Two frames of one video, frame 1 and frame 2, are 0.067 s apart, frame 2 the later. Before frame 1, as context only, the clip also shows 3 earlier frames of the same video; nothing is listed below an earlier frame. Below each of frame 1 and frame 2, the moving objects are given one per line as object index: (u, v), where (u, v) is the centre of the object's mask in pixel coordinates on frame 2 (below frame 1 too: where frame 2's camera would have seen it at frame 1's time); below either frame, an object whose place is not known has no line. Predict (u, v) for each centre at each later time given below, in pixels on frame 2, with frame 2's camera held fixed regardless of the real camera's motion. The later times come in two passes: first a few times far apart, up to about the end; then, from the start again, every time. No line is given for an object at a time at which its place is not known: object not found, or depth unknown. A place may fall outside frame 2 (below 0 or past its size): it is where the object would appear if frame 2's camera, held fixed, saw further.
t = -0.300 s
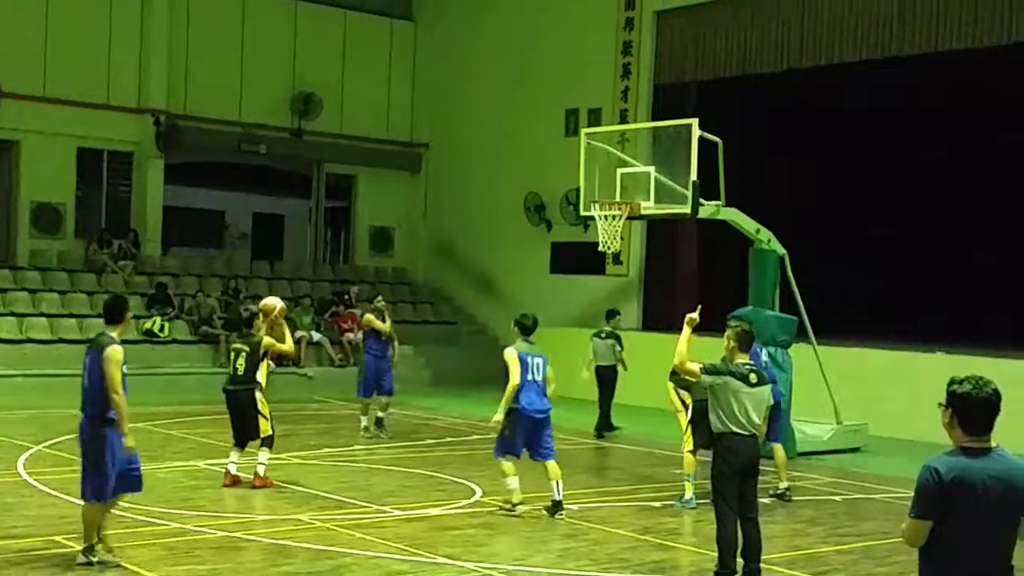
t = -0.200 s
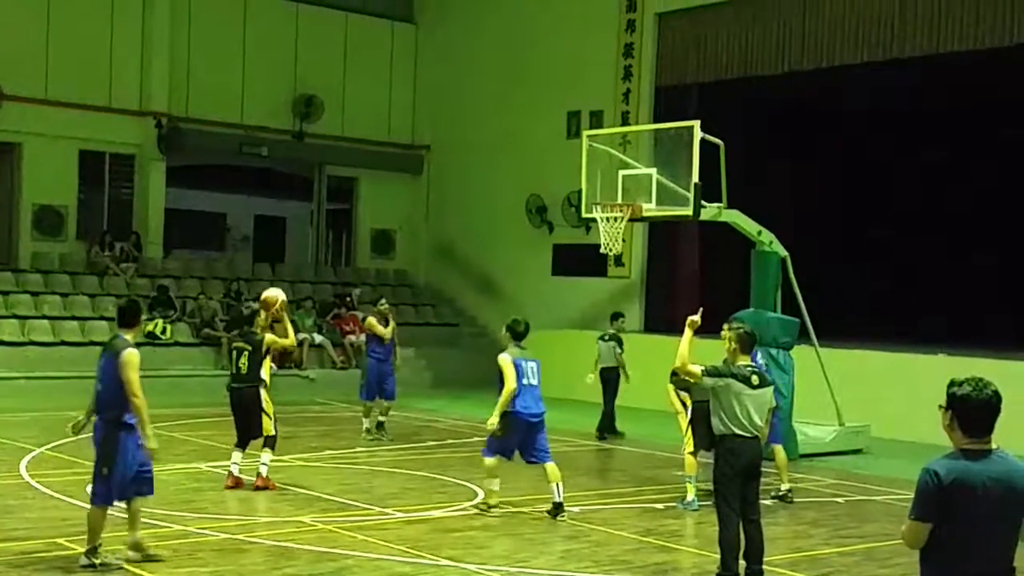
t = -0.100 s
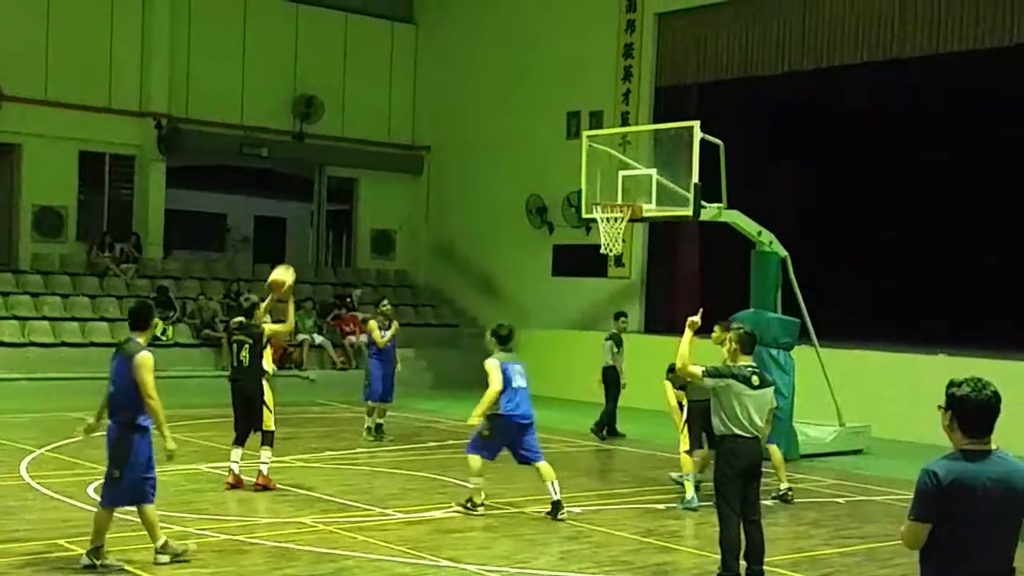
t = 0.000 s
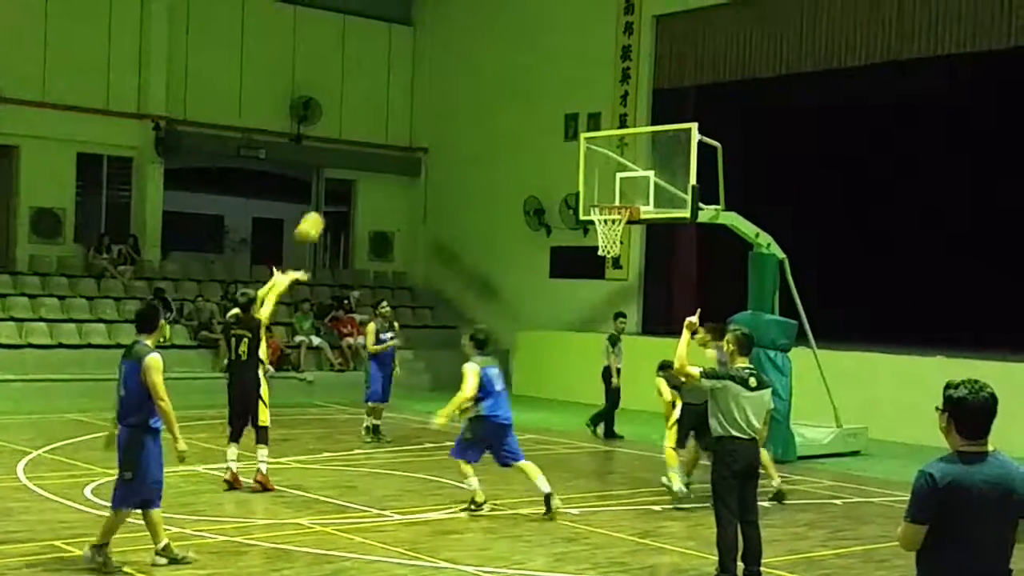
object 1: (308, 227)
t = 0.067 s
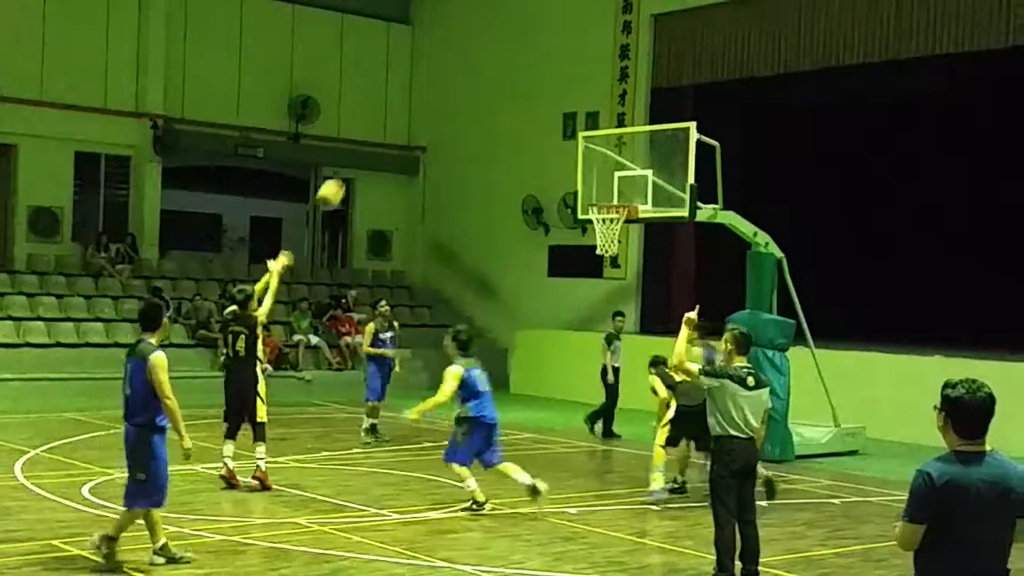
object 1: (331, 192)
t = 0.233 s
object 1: (384, 131)
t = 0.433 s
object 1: (444, 94)
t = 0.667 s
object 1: (507, 99)
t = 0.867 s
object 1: (555, 142)
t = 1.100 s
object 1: (580, 176)
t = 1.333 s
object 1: (550, 150)
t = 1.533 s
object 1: (524, 164)
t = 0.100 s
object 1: (342, 179)
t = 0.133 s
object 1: (353, 165)
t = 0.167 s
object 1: (363, 152)
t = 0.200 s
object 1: (374, 141)
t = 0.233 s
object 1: (384, 131)
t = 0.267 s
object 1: (395, 122)
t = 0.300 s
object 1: (405, 115)
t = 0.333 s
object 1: (415, 108)
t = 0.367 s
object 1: (425, 101)
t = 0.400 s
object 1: (435, 96)
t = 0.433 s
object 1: (444, 94)
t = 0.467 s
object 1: (454, 93)
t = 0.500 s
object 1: (463, 90)
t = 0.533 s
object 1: (472, 90)
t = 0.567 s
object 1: (481, 91)
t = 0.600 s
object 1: (489, 94)
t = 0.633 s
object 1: (498, 95)
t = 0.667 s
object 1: (507, 99)
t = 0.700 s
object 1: (515, 104)
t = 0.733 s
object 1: (523, 110)
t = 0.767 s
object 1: (532, 118)
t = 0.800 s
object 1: (539, 125)
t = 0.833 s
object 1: (549, 134)
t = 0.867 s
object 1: (555, 142)
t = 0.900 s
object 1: (563, 151)
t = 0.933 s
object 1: (569, 162)
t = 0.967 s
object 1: (579, 176)
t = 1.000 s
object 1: (587, 189)
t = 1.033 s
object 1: (587, 191)
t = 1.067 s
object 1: (585, 186)
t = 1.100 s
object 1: (580, 176)
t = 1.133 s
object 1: (576, 170)
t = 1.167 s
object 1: (571, 164)
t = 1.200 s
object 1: (568, 157)
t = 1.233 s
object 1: (563, 155)
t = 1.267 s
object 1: (559, 153)
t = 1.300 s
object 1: (554, 151)
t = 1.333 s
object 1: (550, 150)
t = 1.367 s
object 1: (546, 150)
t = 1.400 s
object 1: (542, 151)
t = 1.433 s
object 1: (537, 154)
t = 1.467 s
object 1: (533, 156)
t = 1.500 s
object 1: (529, 159)
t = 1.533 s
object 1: (524, 164)
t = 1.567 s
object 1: (519, 170)
